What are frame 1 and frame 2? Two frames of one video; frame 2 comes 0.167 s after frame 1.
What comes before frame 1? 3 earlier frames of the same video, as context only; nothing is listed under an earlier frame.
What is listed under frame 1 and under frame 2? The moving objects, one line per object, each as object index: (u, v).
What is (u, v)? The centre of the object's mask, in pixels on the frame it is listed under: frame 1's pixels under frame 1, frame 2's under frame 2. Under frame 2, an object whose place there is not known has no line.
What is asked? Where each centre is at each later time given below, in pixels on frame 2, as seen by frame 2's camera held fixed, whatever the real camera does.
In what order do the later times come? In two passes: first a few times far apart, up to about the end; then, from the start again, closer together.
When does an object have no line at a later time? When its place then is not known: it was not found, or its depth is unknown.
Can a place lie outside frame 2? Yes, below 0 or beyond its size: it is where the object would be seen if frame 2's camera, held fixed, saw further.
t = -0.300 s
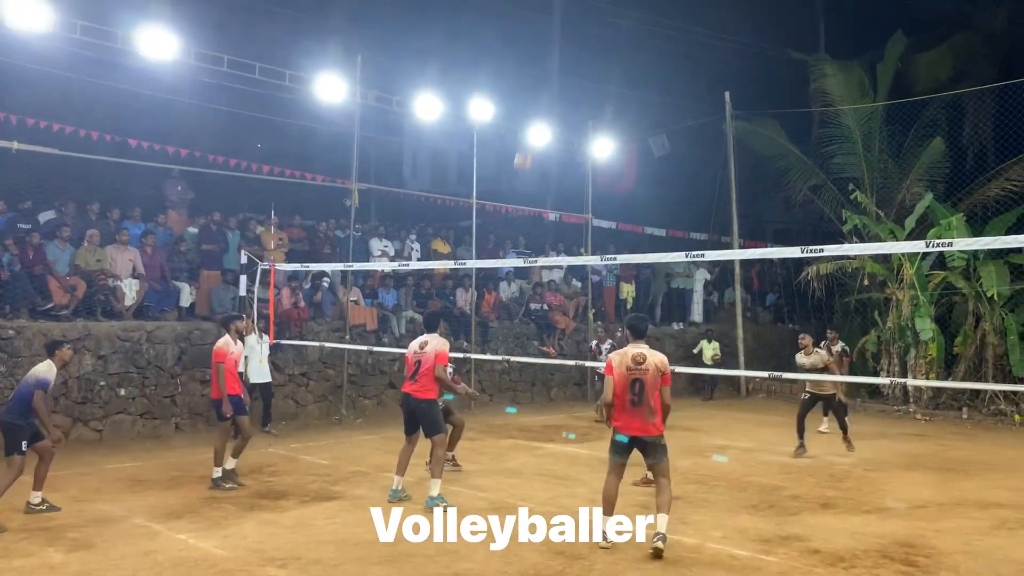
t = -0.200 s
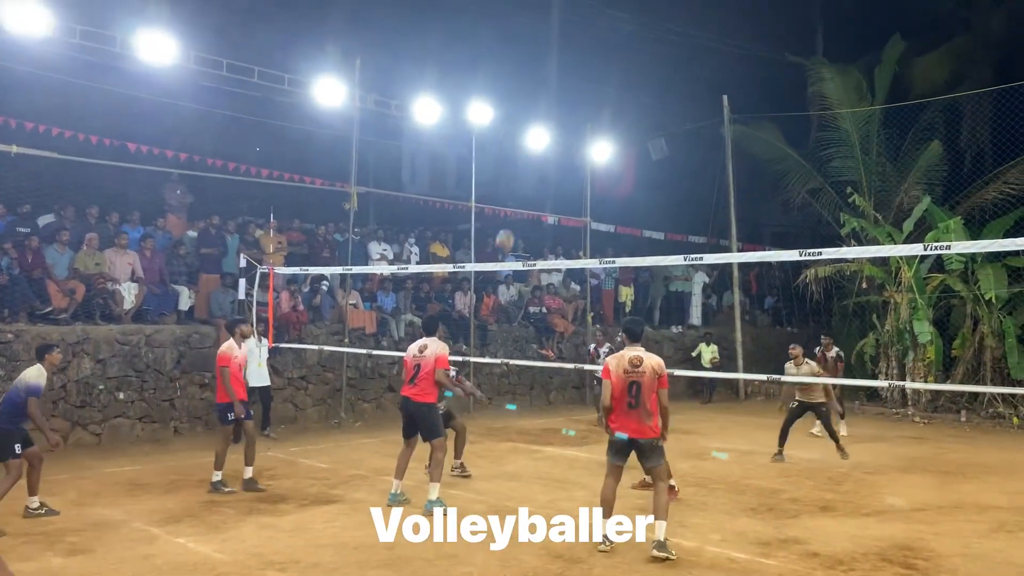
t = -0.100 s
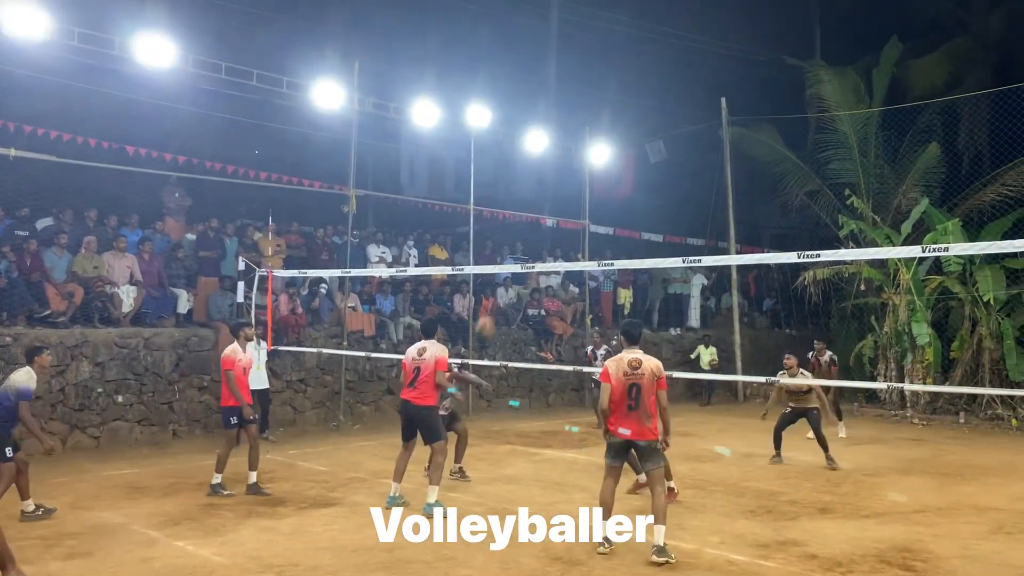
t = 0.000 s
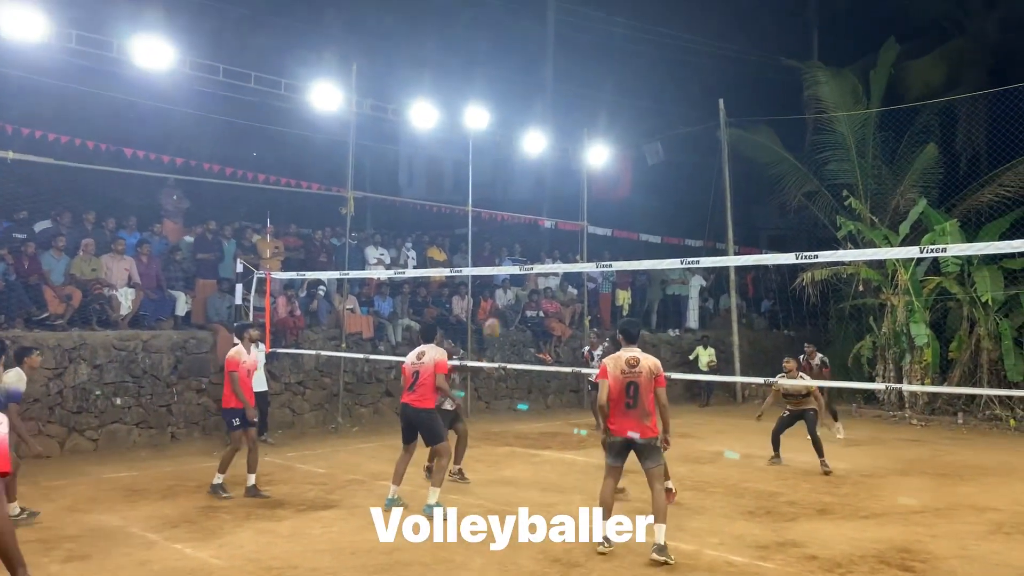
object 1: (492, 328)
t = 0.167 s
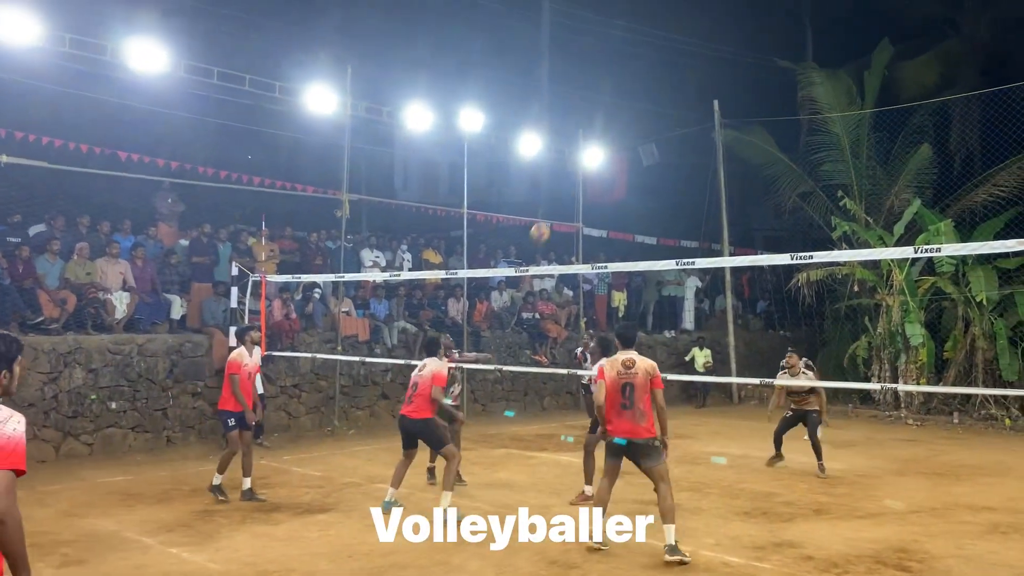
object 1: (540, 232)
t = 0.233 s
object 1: (561, 201)
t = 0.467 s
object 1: (634, 117)
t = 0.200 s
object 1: (550, 216)
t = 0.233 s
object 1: (561, 201)
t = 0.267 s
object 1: (571, 187)
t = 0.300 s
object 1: (581, 173)
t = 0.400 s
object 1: (612, 136)
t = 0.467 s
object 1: (634, 117)
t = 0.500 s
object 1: (645, 108)
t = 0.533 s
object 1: (655, 101)
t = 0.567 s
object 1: (665, 96)
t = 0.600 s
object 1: (676, 91)
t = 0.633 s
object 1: (687, 87)
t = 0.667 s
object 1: (698, 84)
